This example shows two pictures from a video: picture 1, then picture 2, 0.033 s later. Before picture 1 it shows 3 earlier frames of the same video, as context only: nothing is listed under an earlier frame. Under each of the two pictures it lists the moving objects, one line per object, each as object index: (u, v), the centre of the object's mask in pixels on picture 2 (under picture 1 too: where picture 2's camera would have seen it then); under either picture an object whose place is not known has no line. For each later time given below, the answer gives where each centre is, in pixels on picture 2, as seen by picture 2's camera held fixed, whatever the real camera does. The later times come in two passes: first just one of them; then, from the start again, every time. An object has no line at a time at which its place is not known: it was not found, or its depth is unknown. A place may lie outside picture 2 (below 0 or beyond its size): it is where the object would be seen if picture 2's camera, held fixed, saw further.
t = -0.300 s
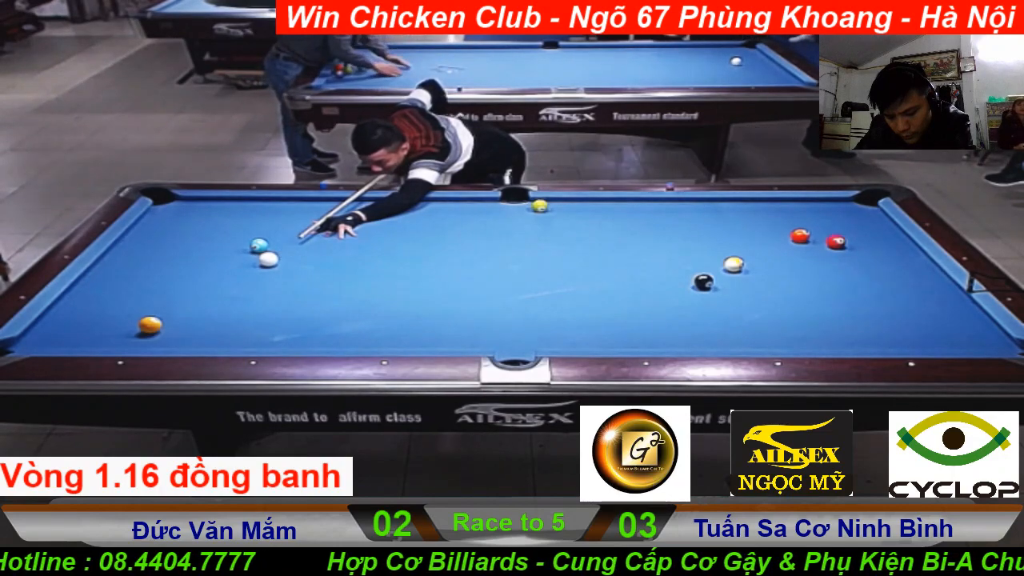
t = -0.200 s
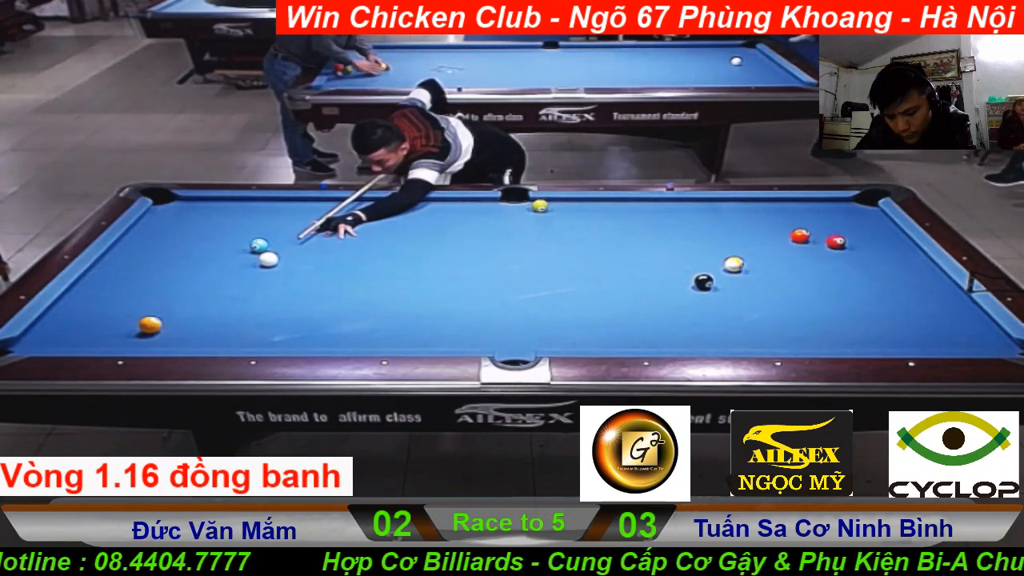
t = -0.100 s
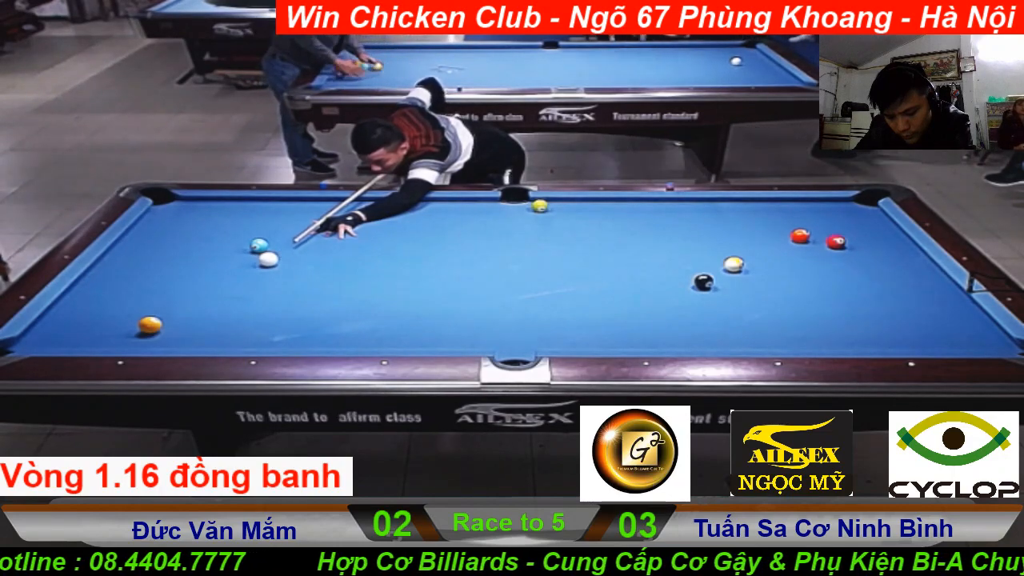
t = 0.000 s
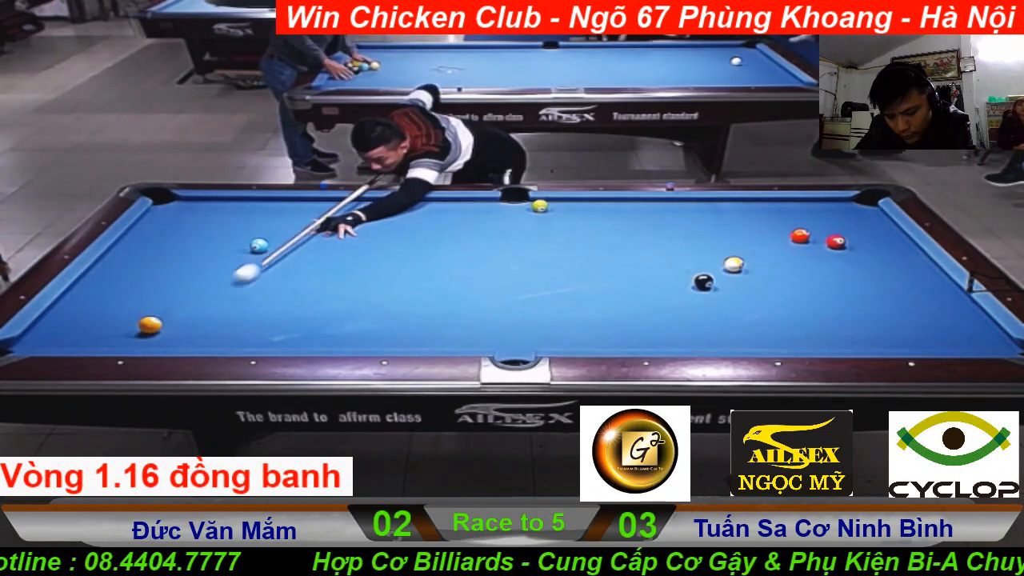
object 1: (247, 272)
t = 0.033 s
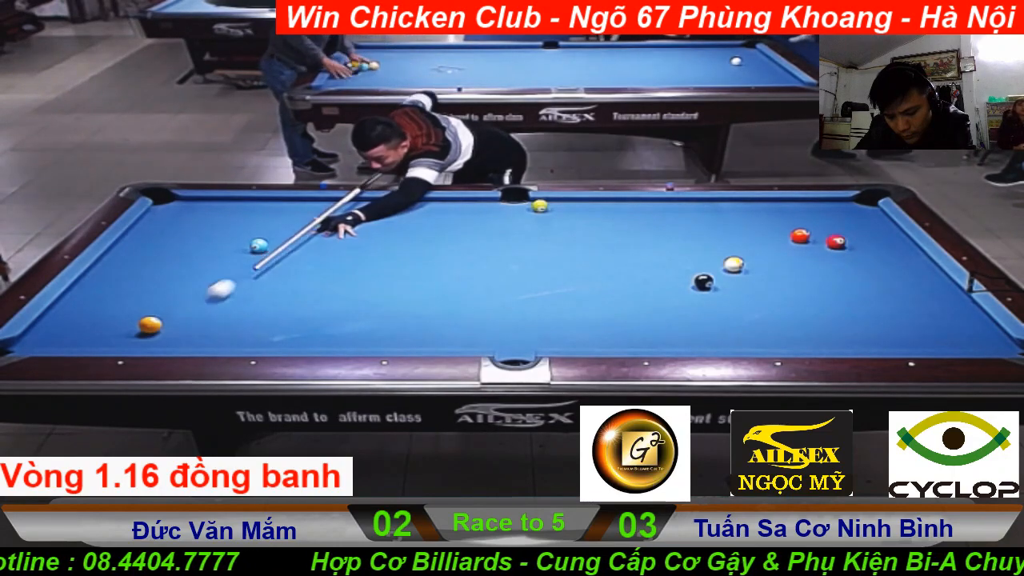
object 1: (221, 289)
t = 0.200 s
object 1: (203, 337)
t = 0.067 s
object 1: (195, 306)
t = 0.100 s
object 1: (173, 324)
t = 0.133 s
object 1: (178, 336)
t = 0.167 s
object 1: (185, 343)
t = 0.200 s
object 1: (203, 337)
